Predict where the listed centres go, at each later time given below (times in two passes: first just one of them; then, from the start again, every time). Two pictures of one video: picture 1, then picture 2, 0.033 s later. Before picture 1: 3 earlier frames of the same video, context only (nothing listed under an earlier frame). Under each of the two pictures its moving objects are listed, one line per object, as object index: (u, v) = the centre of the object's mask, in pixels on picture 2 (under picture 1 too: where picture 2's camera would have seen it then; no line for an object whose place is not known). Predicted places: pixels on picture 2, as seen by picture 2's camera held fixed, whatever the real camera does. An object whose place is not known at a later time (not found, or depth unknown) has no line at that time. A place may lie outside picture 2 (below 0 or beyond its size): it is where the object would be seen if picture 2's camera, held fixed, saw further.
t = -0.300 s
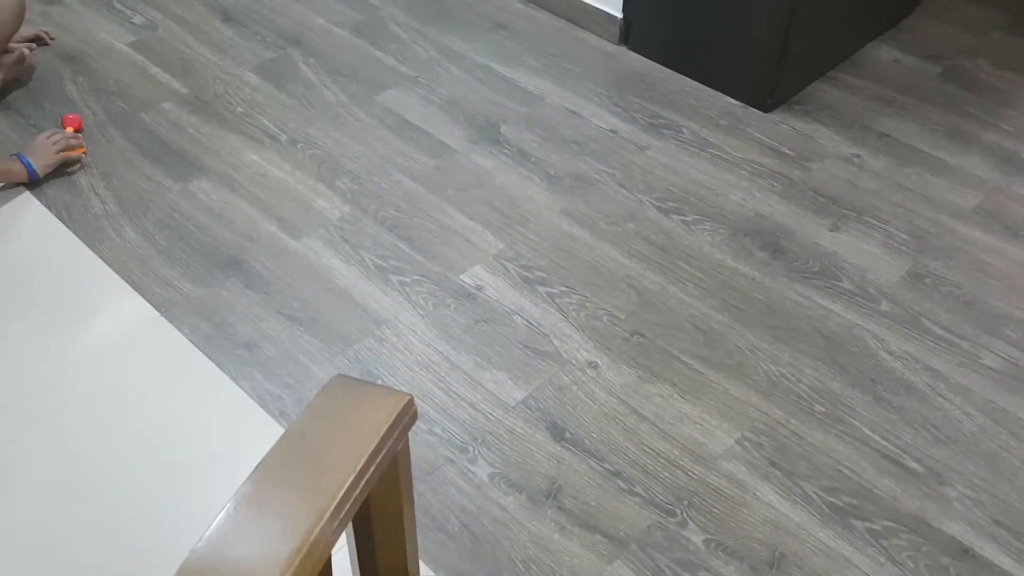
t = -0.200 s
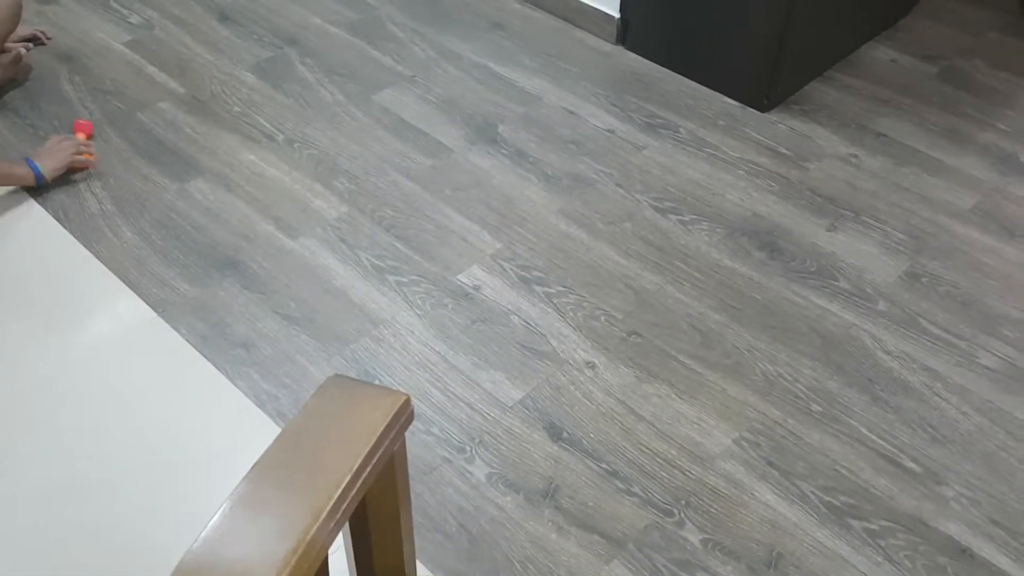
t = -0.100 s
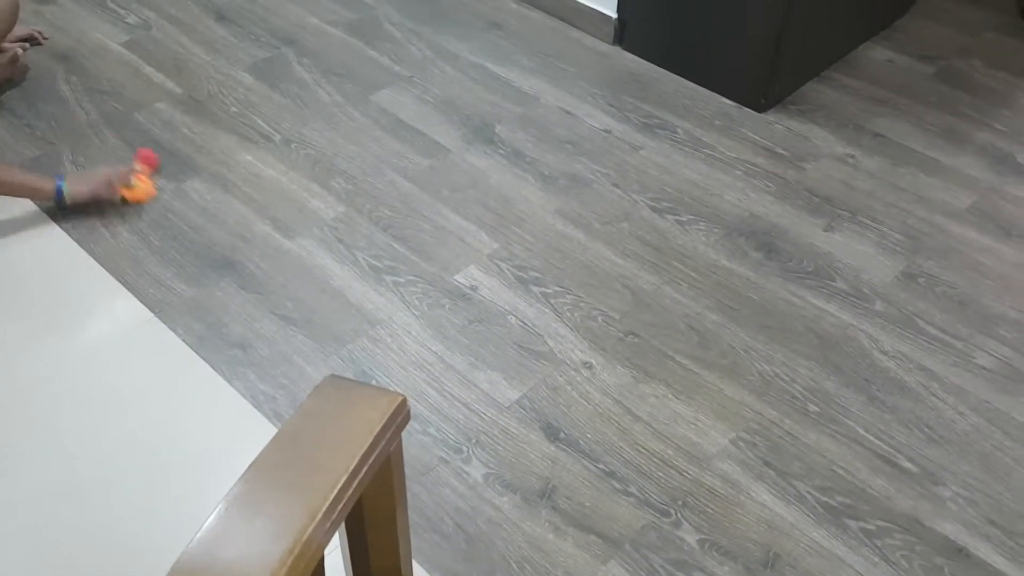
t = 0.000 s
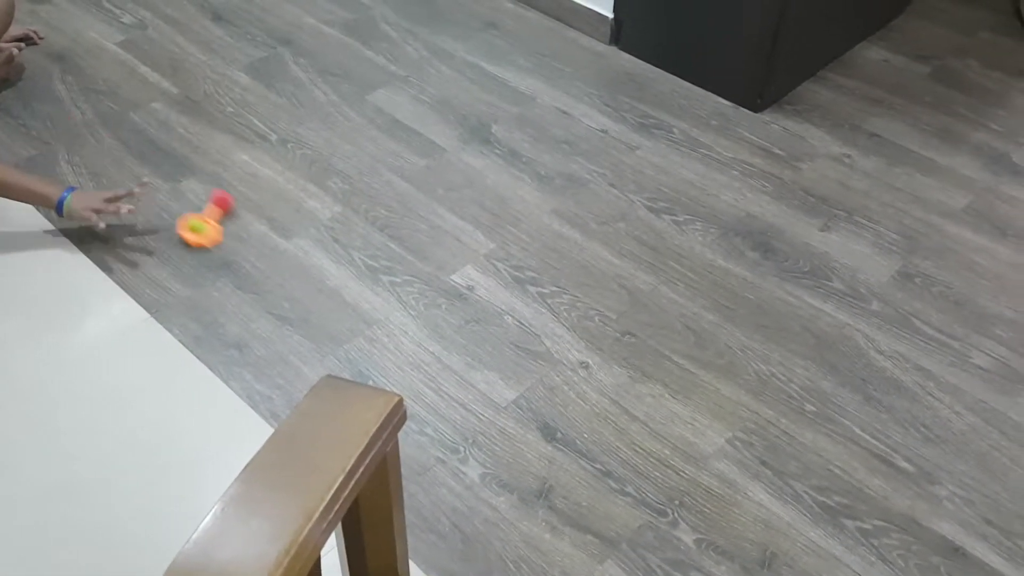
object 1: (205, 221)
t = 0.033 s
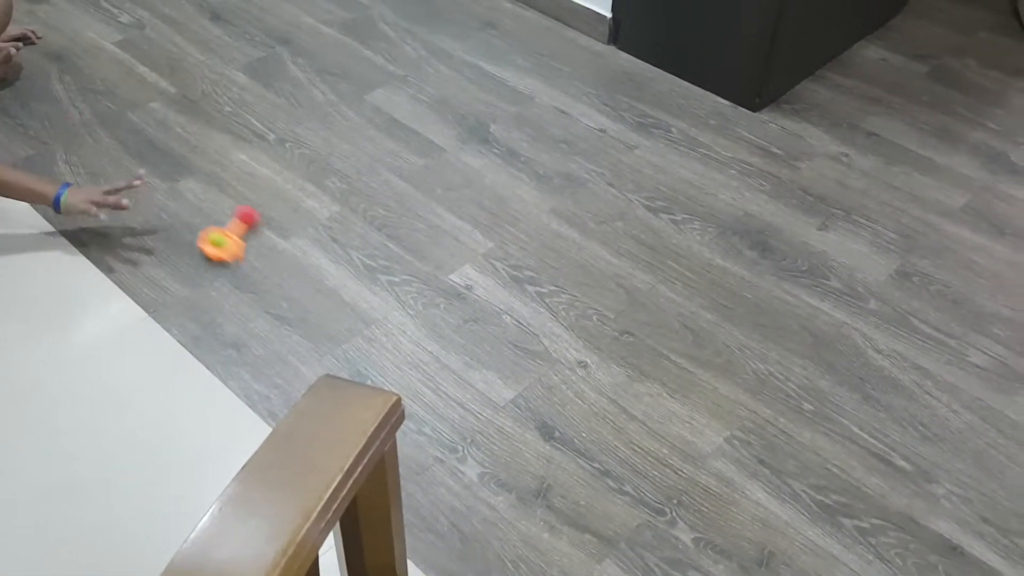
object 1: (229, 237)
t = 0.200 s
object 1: (351, 312)
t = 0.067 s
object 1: (254, 252)
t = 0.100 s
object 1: (278, 267)
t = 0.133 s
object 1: (302, 281)
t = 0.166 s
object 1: (326, 297)
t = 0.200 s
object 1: (351, 312)
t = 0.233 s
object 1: (374, 327)
